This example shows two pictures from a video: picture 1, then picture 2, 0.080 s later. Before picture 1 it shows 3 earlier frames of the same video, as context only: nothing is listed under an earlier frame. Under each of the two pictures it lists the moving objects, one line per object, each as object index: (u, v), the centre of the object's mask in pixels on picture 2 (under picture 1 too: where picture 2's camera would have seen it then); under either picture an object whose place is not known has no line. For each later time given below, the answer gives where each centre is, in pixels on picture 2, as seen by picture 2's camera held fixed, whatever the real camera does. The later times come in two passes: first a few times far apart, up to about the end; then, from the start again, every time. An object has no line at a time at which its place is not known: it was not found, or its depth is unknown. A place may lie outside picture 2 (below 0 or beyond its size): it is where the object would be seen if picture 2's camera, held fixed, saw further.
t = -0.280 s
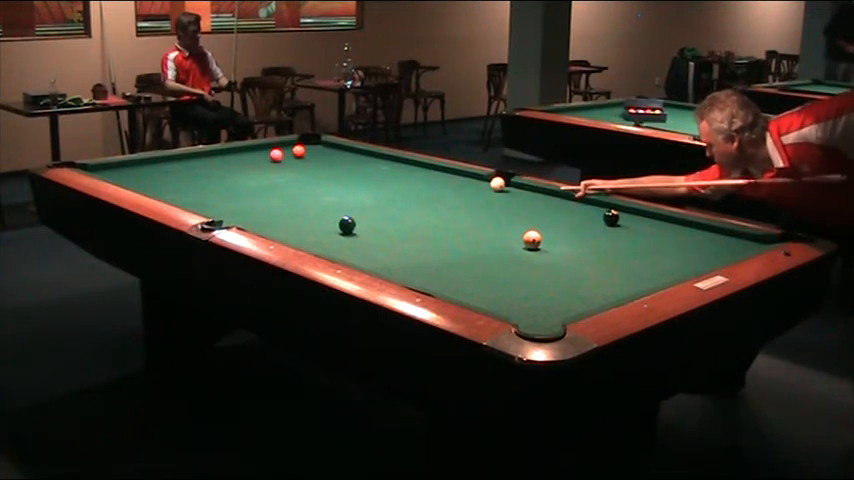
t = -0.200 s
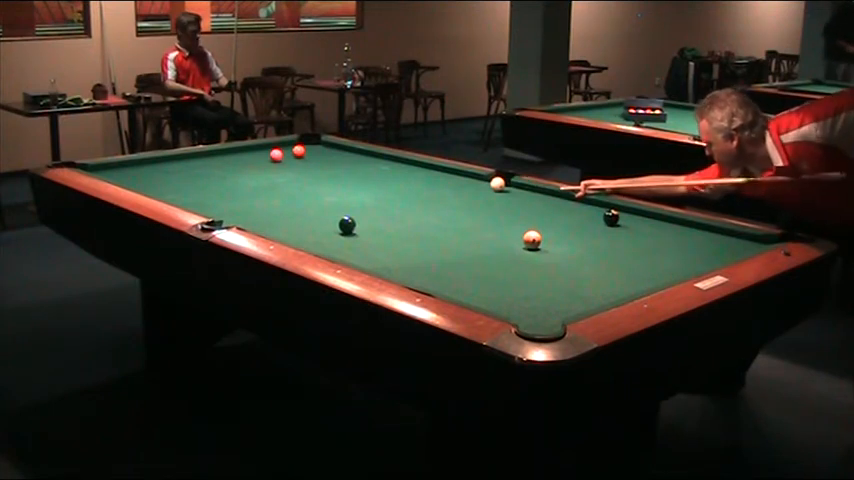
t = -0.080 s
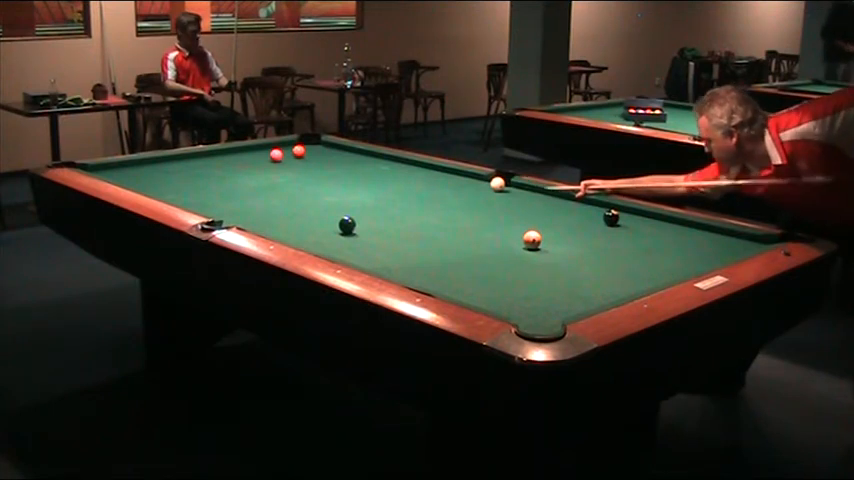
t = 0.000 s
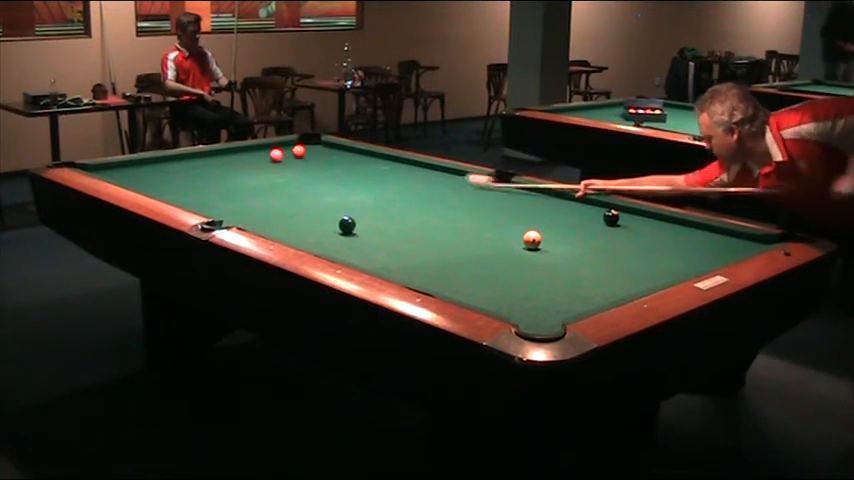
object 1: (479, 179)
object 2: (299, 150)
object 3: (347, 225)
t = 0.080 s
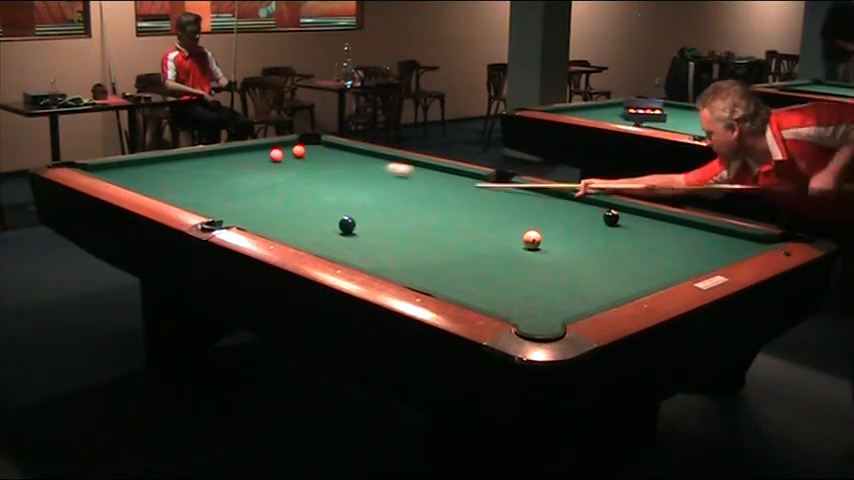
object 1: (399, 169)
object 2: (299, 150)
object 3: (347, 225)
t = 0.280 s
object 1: (286, 152)
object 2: (305, 149)
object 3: (347, 225)
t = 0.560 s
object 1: (261, 147)
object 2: (316, 143)
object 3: (347, 225)
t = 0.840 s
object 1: (264, 146)
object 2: (280, 146)
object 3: (347, 225)
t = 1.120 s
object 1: (250, 146)
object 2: (281, 148)
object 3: (347, 225)
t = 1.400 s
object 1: (247, 148)
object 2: (282, 150)
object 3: (374, 234)
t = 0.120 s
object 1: (362, 164)
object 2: (299, 150)
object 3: (347, 225)
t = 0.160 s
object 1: (328, 159)
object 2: (299, 150)
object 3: (347, 225)
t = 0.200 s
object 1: (297, 155)
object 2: (300, 147)
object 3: (347, 225)
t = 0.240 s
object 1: (290, 153)
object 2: (300, 150)
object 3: (347, 225)
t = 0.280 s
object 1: (286, 152)
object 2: (305, 149)
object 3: (347, 225)
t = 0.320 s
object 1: (281, 151)
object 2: (312, 147)
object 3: (347, 225)
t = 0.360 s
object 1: (277, 150)
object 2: (319, 146)
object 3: (347, 225)
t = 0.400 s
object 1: (273, 150)
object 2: (326, 144)
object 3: (347, 225)
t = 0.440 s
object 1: (270, 149)
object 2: (330, 144)
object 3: (347, 225)
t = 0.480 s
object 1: (267, 149)
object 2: (326, 143)
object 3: (347, 225)
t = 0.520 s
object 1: (264, 148)
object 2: (320, 144)
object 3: (347, 225)
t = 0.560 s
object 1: (261, 147)
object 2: (316, 143)
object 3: (347, 225)
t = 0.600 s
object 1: (259, 147)
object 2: (310, 143)
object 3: (347, 225)
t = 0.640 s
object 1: (256, 146)
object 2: (305, 144)
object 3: (347, 225)
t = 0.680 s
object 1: (254, 146)
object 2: (300, 145)
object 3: (347, 225)
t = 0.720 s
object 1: (256, 146)
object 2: (295, 145)
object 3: (347, 225)
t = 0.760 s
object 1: (259, 146)
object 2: (290, 145)
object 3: (347, 225)
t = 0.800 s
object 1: (261, 146)
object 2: (285, 146)
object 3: (347, 225)
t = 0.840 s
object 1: (264, 146)
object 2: (280, 146)
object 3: (347, 225)
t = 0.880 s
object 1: (263, 146)
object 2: (279, 146)
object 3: (347, 225)
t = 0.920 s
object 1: (260, 146)
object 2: (280, 146)
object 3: (347, 225)
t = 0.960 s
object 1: (258, 146)
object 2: (280, 147)
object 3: (347, 225)
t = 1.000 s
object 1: (255, 146)
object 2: (281, 147)
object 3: (347, 225)
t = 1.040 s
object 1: (253, 146)
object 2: (281, 147)
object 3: (347, 225)
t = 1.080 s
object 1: (250, 146)
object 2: (281, 147)
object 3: (347, 225)
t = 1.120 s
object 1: (250, 146)
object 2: (281, 148)
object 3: (347, 225)
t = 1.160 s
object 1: (249, 147)
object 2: (281, 148)
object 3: (347, 225)
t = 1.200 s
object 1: (249, 147)
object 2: (281, 149)
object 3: (347, 225)
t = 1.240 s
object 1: (248, 147)
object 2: (281, 149)
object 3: (346, 225)
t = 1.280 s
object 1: (248, 147)
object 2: (281, 149)
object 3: (347, 225)
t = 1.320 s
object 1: (247, 147)
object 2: (281, 149)
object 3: (356, 228)
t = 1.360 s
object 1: (247, 148)
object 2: (281, 150)
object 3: (365, 231)
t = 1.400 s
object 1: (247, 148)
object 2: (282, 150)
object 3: (374, 234)
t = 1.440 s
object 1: (246, 148)
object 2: (281, 150)
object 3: (382, 236)
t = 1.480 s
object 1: (246, 148)
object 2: (282, 150)
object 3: (389, 239)
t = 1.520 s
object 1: (245, 148)
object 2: (282, 151)
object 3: (398, 241)
